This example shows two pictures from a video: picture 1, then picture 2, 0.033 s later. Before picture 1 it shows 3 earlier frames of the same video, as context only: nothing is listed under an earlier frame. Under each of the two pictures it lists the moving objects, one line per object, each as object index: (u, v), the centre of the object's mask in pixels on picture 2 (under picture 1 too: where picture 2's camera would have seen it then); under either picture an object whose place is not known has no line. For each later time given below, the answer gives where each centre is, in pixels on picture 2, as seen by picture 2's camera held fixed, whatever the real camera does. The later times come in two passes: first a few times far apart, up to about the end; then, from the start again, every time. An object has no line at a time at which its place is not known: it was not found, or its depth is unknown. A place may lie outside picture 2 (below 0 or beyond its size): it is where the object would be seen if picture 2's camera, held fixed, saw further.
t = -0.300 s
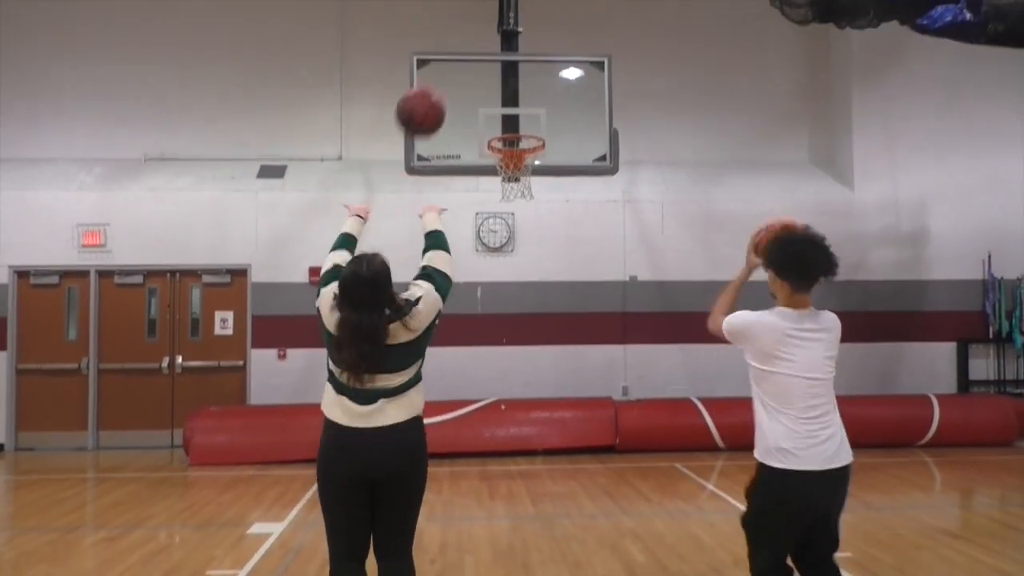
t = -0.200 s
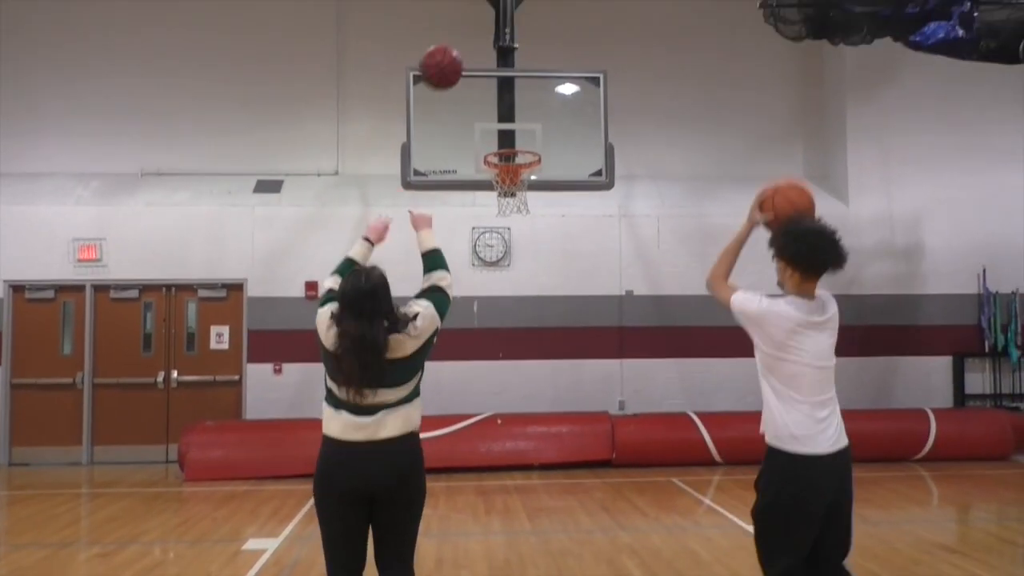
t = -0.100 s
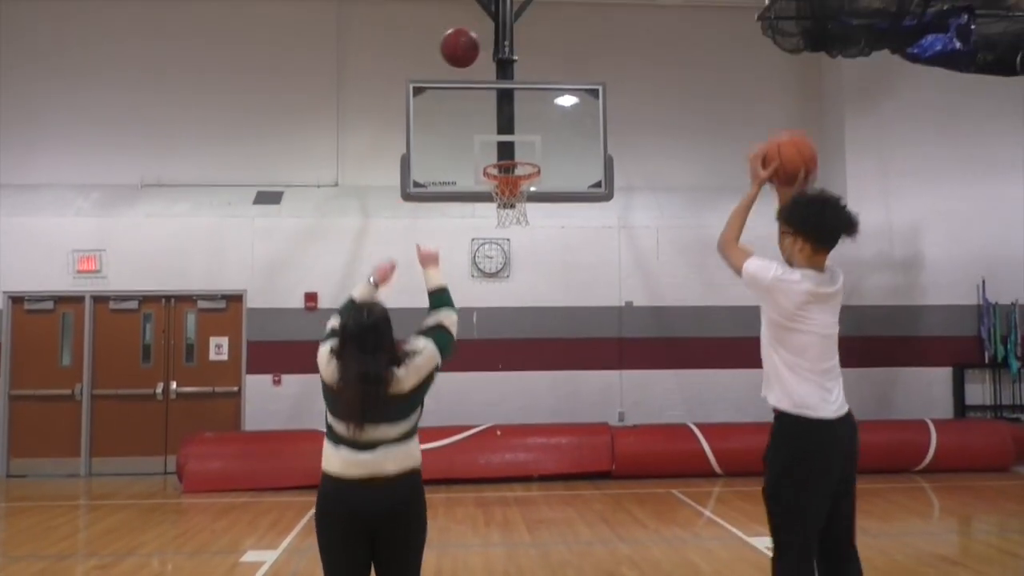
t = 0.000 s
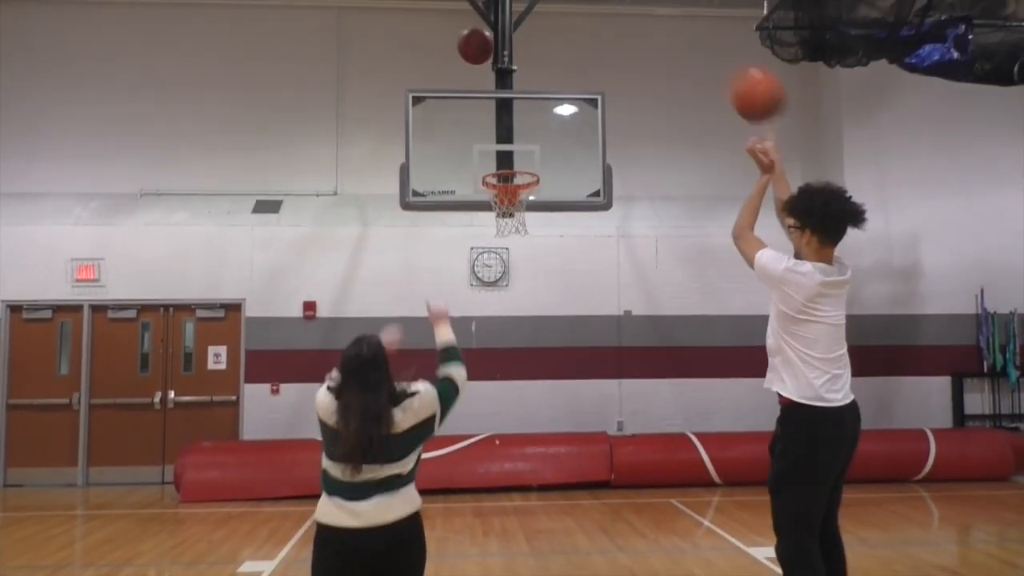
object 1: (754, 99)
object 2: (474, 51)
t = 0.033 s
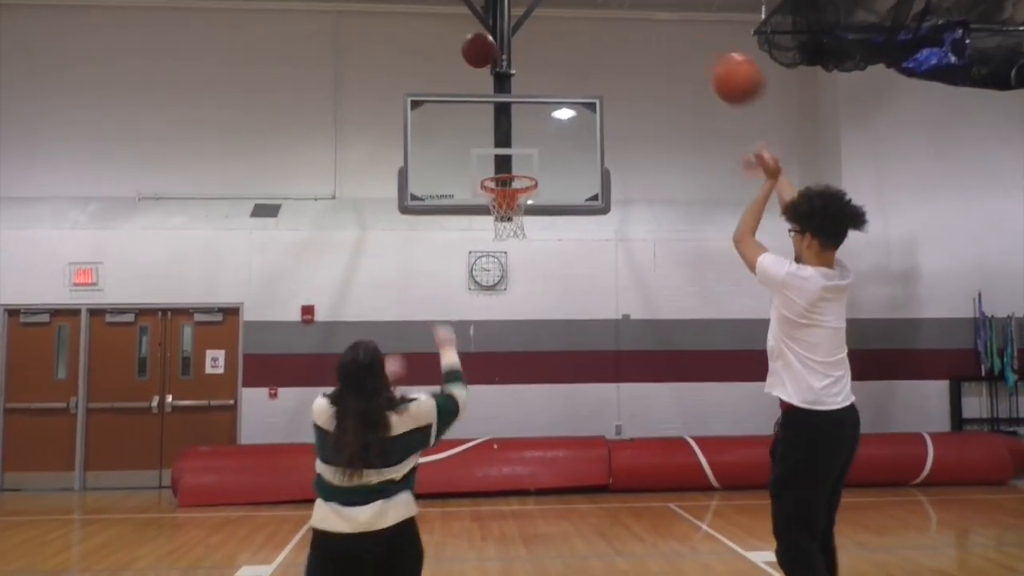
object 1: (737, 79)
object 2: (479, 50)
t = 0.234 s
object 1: (652, 14)
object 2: (503, 78)
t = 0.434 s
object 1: (593, 21)
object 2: (523, 143)
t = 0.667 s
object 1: (544, 90)
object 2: (568, 177)
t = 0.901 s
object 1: (507, 191)
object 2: (622, 207)
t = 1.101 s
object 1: (527, 226)
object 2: (667, 281)
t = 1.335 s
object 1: (559, 311)
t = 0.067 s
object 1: (721, 61)
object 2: (483, 52)
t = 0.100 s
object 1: (706, 47)
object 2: (487, 54)
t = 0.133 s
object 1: (691, 34)
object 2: (493, 60)
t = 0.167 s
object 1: (677, 25)
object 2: (496, 65)
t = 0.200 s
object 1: (664, 19)
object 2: (500, 72)
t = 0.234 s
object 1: (652, 14)
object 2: (503, 78)
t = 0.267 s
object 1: (641, 11)
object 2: (507, 86)
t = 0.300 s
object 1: (630, 10)
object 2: (510, 97)
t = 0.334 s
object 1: (620, 10)
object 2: (515, 108)
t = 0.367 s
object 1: (611, 13)
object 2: (518, 118)
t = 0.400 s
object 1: (602, 16)
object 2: (520, 130)
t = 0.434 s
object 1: (593, 21)
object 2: (523, 143)
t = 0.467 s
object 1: (585, 29)
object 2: (525, 156)
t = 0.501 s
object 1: (577, 36)
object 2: (529, 168)
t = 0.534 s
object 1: (570, 45)
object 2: (532, 182)
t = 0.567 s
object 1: (564, 54)
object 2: (540, 181)
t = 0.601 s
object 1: (557, 65)
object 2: (548, 179)
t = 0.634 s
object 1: (551, 77)
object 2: (558, 177)
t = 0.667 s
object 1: (544, 90)
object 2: (568, 177)
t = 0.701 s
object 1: (539, 104)
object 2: (576, 178)
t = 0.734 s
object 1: (532, 117)
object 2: (583, 180)
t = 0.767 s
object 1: (527, 132)
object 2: (591, 183)
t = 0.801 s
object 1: (522, 148)
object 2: (598, 188)
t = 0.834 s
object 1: (516, 163)
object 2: (606, 193)
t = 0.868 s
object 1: (512, 182)
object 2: (614, 199)
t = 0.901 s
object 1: (507, 191)
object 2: (622, 207)
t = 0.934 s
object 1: (502, 193)
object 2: (629, 216)
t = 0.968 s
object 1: (504, 196)
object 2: (636, 227)
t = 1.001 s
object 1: (508, 203)
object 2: (644, 239)
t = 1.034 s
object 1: (512, 209)
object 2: (652, 251)
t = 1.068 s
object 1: (522, 218)
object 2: (660, 265)
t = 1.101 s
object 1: (527, 226)
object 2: (667, 281)
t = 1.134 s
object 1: (531, 234)
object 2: (675, 298)
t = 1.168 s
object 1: (536, 244)
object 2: (683, 317)
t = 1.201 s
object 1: (540, 255)
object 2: (691, 336)
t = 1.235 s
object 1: (545, 267)
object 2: (699, 353)
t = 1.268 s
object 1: (550, 280)
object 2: (707, 379)
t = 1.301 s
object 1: (554, 295)
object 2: (714, 401)
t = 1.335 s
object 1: (559, 311)
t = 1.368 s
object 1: (564, 329)
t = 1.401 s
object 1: (569, 350)
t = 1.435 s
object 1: (573, 367)
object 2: (745, 509)
